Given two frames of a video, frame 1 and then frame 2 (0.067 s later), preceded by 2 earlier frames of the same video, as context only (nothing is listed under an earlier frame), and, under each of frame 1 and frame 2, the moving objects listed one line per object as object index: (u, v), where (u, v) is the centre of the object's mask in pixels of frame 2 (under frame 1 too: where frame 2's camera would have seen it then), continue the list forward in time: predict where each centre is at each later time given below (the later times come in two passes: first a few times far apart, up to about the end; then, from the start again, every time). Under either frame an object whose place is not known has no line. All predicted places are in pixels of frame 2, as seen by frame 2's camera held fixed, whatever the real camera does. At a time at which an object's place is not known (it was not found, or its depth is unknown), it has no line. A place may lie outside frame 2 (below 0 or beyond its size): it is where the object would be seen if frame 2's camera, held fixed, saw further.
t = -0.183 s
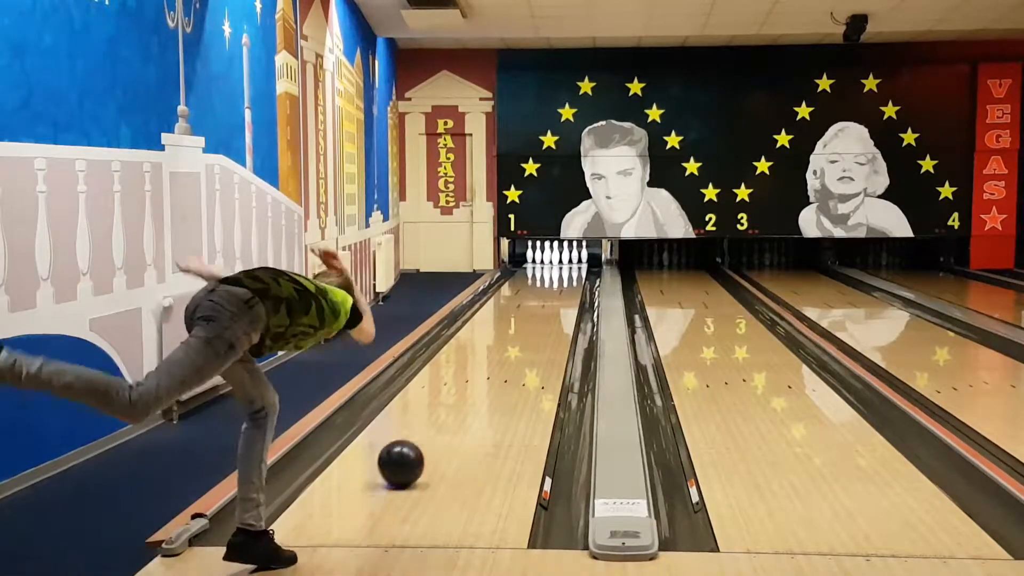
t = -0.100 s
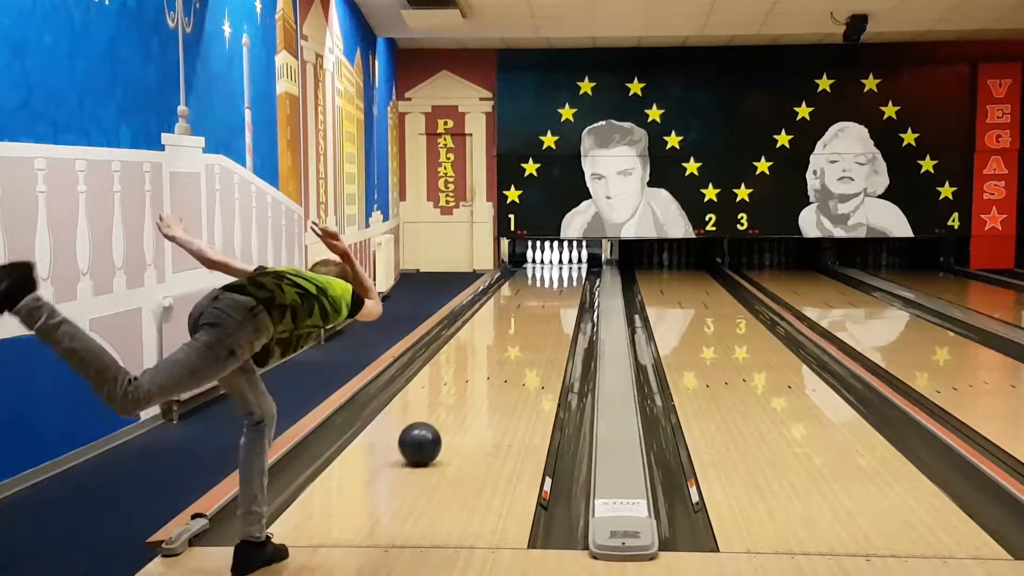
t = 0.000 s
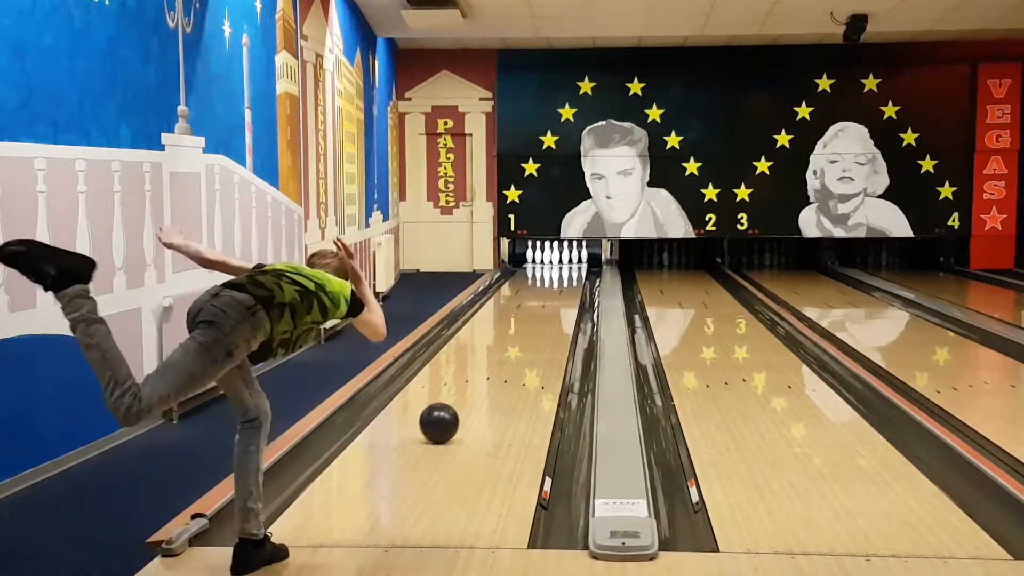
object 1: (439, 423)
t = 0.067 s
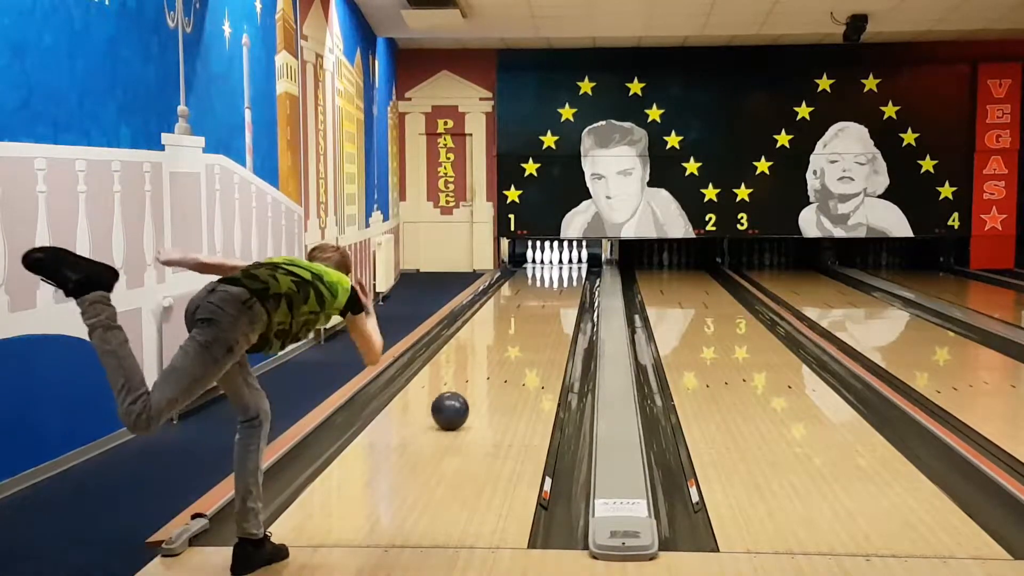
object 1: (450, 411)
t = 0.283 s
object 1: (477, 379)
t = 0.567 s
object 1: (502, 349)
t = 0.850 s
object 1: (519, 327)
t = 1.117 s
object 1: (531, 311)
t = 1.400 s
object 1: (540, 298)
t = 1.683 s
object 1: (547, 287)
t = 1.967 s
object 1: (551, 277)
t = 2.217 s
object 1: (550, 271)
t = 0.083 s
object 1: (452, 408)
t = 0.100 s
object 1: (455, 405)
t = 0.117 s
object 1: (457, 402)
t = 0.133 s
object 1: (459, 400)
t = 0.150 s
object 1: (462, 397)
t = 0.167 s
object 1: (464, 394)
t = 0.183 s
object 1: (466, 392)
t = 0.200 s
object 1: (468, 390)
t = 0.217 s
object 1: (470, 387)
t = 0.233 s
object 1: (472, 385)
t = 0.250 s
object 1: (474, 383)
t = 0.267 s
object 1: (475, 381)
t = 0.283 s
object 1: (477, 379)
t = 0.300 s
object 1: (479, 377)
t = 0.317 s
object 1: (481, 375)
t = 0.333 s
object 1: (482, 373)
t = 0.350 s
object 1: (484, 371)
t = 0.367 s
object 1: (486, 369)
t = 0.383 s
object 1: (487, 367)
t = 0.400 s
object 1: (489, 365)
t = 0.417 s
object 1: (490, 363)
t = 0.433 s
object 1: (491, 362)
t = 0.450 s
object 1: (493, 360)
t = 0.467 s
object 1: (494, 358)
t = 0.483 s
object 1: (496, 357)
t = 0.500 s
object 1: (497, 355)
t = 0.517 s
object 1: (498, 353)
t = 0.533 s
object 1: (499, 352)
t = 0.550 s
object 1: (501, 350)
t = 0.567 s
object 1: (502, 349)
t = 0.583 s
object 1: (503, 347)
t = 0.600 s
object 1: (504, 346)
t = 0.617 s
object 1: (505, 344)
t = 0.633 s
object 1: (506, 343)
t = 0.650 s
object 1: (507, 342)
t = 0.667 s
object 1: (509, 340)
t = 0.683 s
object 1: (509, 339)
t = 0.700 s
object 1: (511, 338)
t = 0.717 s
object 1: (512, 336)
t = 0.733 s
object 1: (513, 335)
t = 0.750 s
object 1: (514, 334)
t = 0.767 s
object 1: (515, 333)
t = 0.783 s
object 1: (515, 332)
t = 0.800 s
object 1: (516, 330)
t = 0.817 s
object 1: (517, 329)
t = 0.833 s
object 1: (518, 328)
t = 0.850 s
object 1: (519, 327)
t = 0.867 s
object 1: (520, 326)
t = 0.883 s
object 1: (521, 325)
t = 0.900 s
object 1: (521, 324)
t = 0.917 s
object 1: (522, 323)
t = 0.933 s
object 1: (523, 322)
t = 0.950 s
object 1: (524, 321)
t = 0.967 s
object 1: (524, 319)
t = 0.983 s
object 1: (525, 319)
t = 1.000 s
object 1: (526, 317)
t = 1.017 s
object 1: (527, 316)
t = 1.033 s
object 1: (527, 315)
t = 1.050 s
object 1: (528, 315)
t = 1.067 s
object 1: (529, 314)
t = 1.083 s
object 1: (529, 313)
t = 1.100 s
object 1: (530, 312)
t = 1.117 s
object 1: (531, 311)
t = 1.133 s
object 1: (531, 310)
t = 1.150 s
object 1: (532, 309)
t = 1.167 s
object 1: (532, 308)
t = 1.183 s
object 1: (533, 307)
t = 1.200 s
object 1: (534, 306)
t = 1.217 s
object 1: (534, 306)
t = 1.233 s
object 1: (535, 305)
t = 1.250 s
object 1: (535, 304)
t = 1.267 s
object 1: (536, 303)
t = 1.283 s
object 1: (536, 302)
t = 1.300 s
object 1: (537, 302)
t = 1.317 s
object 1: (537, 301)
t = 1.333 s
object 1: (538, 300)
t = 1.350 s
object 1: (539, 300)
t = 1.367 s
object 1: (539, 299)
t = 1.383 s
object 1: (540, 298)
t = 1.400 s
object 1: (540, 298)
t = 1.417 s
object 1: (540, 297)
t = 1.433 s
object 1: (541, 296)
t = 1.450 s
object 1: (541, 295)
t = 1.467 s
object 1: (542, 295)
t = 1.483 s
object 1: (542, 294)
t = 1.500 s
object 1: (543, 293)
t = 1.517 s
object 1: (543, 293)
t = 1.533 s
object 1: (544, 292)
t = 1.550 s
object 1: (544, 291)
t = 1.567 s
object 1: (544, 291)
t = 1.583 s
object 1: (545, 290)
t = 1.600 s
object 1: (545, 290)
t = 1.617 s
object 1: (545, 289)
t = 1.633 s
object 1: (546, 288)
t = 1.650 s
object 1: (546, 288)
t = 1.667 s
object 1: (546, 287)
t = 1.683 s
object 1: (547, 287)
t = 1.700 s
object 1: (547, 286)
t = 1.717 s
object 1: (547, 285)
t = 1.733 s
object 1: (548, 285)
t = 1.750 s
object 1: (548, 284)
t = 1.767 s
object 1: (548, 284)
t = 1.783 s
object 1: (549, 283)
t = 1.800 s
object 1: (549, 283)
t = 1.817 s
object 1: (549, 282)
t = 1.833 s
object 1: (549, 281)
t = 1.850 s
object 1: (549, 281)
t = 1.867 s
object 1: (550, 280)
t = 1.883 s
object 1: (550, 280)
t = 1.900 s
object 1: (550, 279)
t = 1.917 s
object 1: (550, 279)
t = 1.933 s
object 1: (550, 278)
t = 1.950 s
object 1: (551, 278)
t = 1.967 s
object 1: (551, 277)
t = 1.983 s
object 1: (551, 277)
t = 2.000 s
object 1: (551, 276)
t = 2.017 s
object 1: (551, 276)
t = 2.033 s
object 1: (551, 276)
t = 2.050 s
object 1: (551, 275)
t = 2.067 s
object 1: (551, 275)
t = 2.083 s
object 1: (551, 274)
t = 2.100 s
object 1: (551, 274)
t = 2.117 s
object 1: (551, 273)
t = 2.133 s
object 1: (551, 273)
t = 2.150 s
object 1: (551, 272)
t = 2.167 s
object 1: (551, 272)
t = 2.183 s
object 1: (550, 272)
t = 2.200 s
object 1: (550, 271)
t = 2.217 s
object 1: (550, 271)
